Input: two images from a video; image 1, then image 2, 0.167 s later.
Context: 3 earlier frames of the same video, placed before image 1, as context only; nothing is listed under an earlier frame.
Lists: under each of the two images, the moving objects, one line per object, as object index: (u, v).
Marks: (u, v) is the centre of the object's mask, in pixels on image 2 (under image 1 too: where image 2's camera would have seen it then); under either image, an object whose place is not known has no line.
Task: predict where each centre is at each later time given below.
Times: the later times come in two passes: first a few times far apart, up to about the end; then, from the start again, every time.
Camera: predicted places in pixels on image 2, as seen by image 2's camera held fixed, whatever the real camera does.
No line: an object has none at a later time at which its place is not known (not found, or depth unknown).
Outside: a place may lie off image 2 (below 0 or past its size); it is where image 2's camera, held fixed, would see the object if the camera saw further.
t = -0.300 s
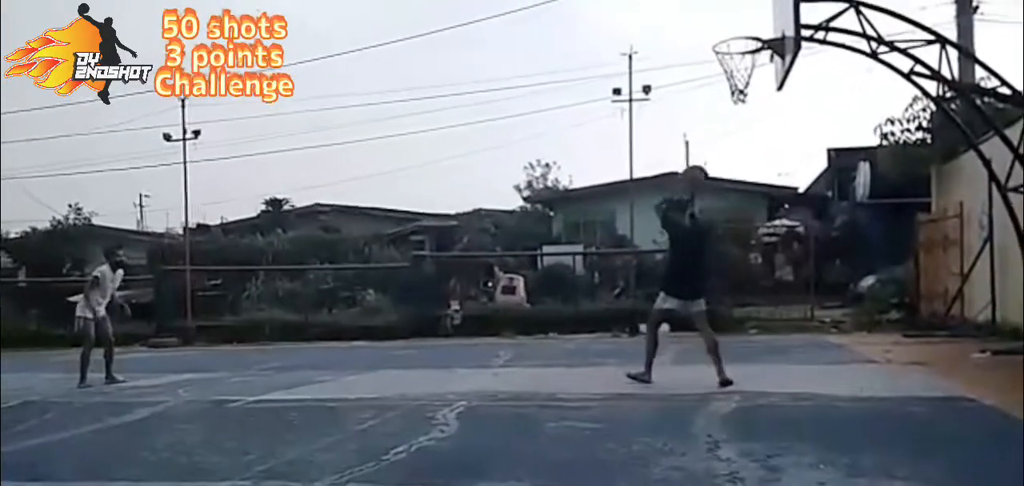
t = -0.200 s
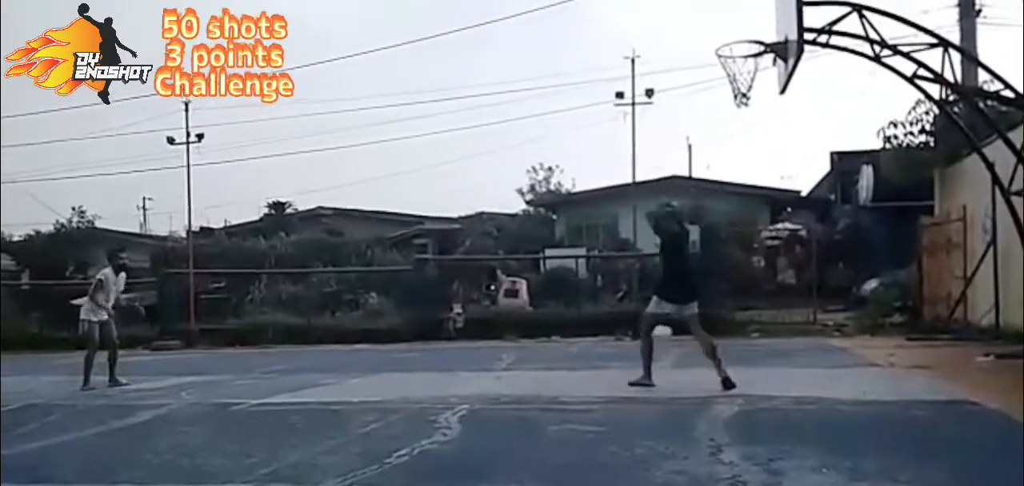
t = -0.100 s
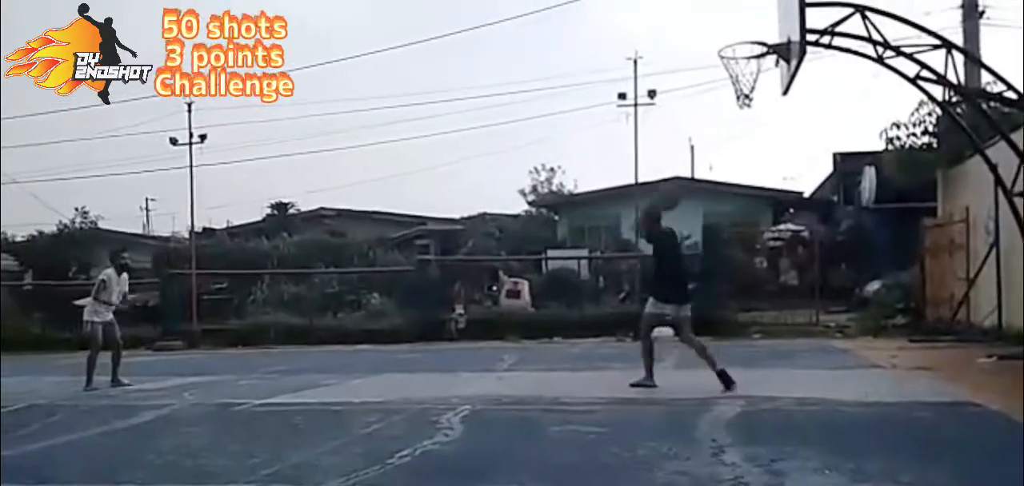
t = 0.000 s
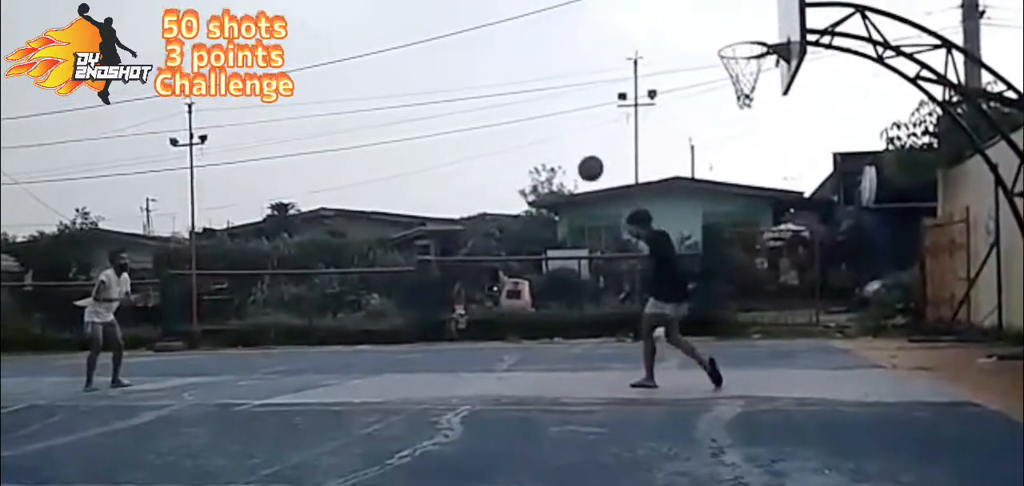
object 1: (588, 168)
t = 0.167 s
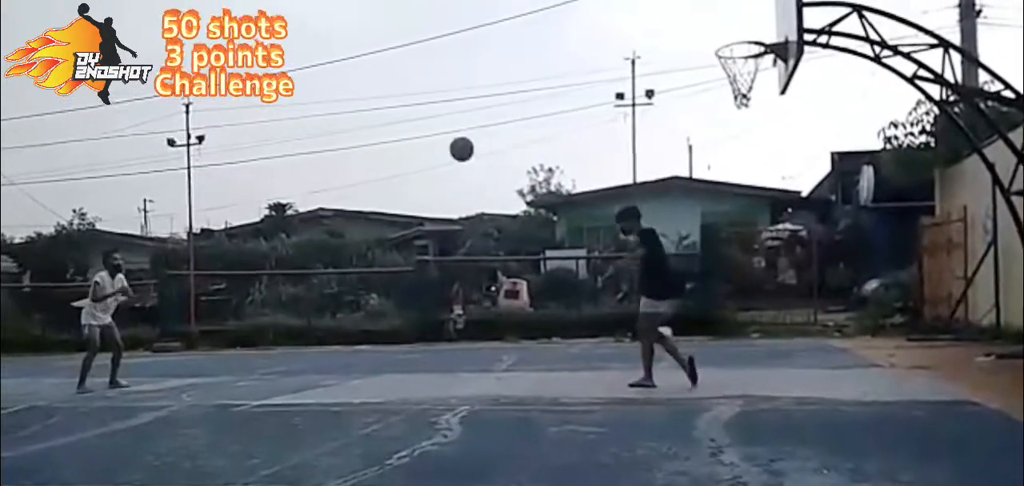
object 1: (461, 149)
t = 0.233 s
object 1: (415, 150)
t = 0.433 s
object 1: (287, 178)
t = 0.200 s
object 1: (438, 149)
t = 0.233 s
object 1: (415, 150)
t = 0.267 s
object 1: (393, 152)
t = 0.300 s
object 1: (371, 155)
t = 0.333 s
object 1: (349, 159)
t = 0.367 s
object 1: (328, 165)
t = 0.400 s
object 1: (307, 171)
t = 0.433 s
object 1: (287, 178)
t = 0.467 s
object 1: (267, 186)
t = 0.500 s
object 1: (247, 195)
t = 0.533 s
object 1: (229, 205)
